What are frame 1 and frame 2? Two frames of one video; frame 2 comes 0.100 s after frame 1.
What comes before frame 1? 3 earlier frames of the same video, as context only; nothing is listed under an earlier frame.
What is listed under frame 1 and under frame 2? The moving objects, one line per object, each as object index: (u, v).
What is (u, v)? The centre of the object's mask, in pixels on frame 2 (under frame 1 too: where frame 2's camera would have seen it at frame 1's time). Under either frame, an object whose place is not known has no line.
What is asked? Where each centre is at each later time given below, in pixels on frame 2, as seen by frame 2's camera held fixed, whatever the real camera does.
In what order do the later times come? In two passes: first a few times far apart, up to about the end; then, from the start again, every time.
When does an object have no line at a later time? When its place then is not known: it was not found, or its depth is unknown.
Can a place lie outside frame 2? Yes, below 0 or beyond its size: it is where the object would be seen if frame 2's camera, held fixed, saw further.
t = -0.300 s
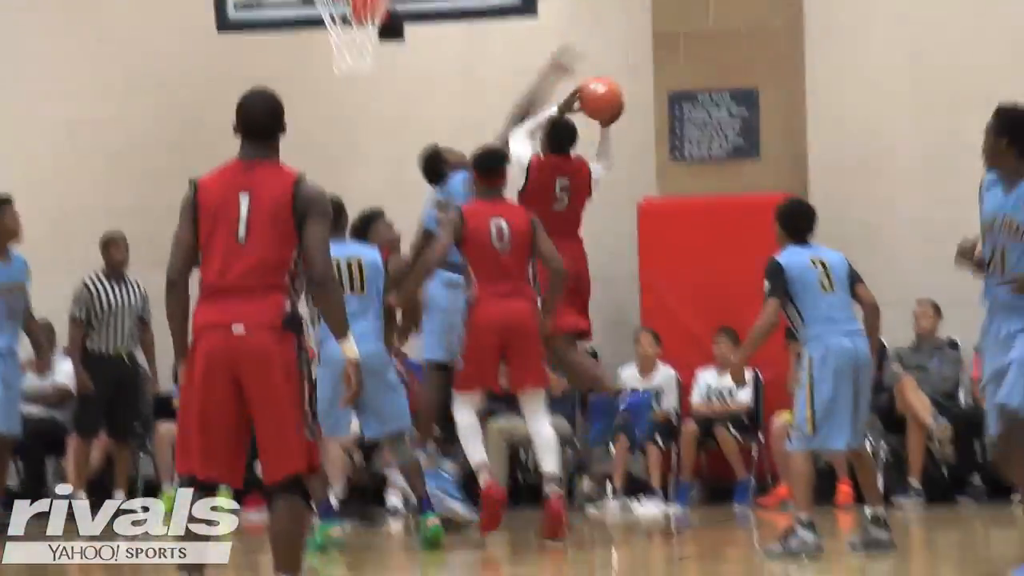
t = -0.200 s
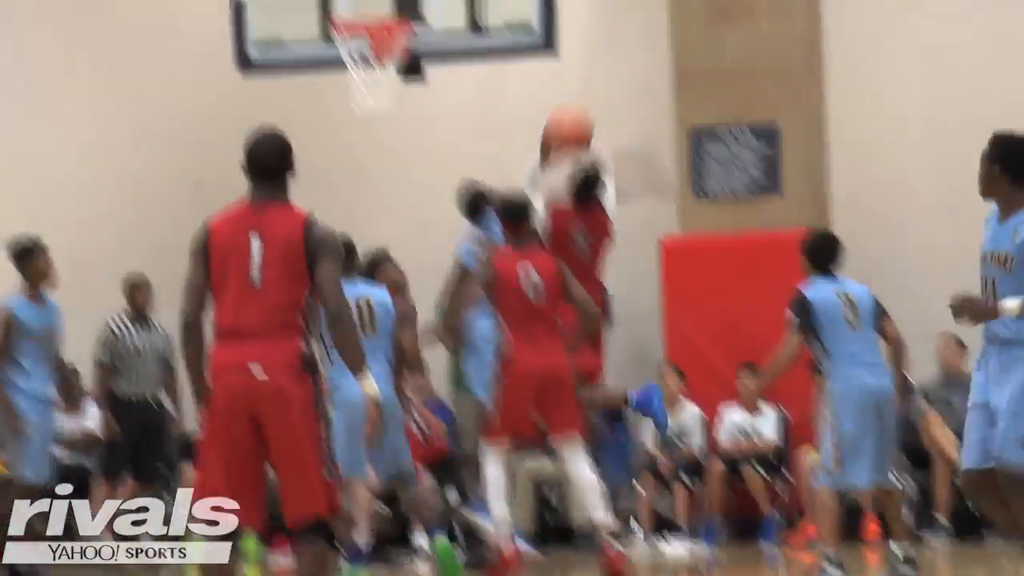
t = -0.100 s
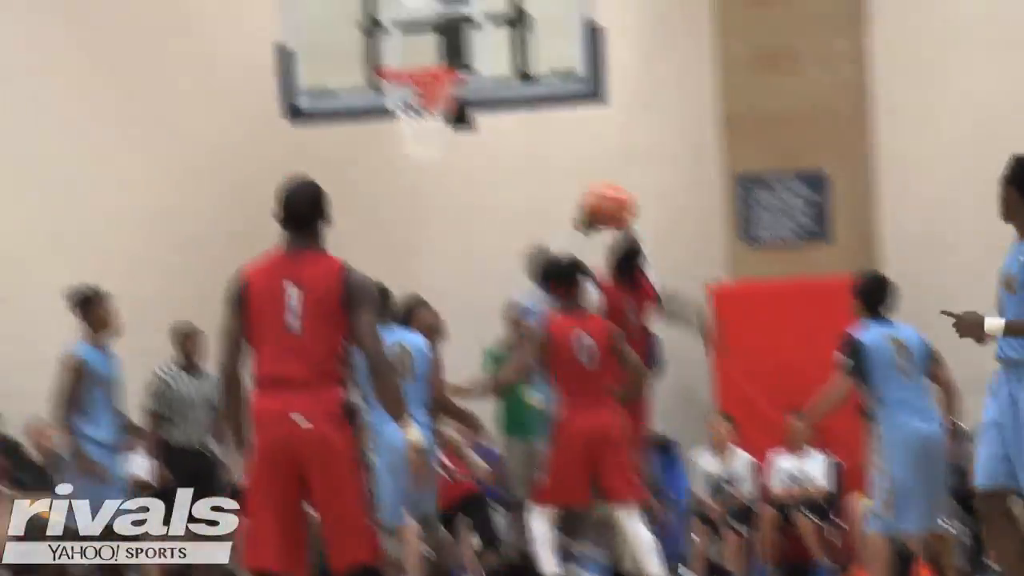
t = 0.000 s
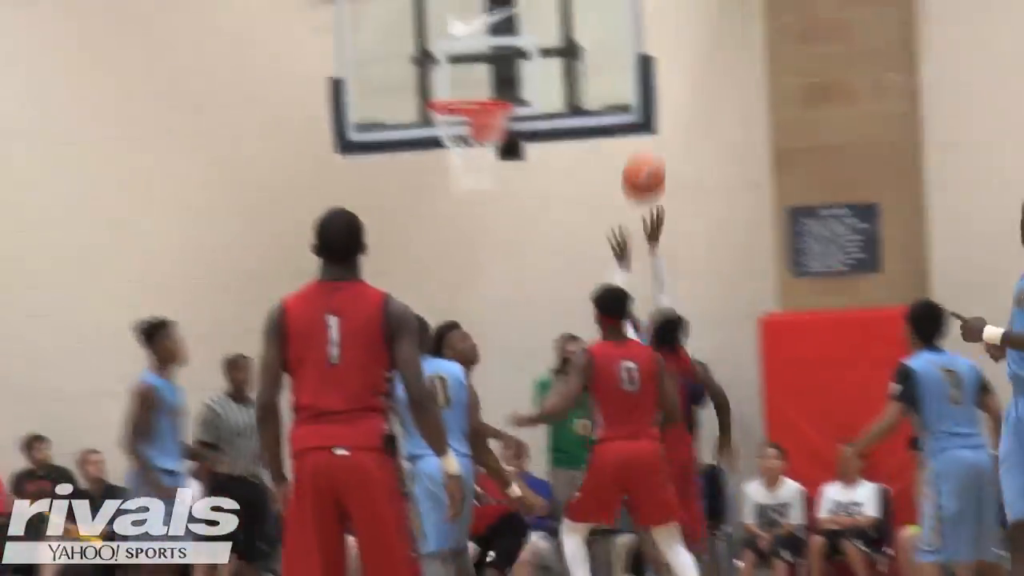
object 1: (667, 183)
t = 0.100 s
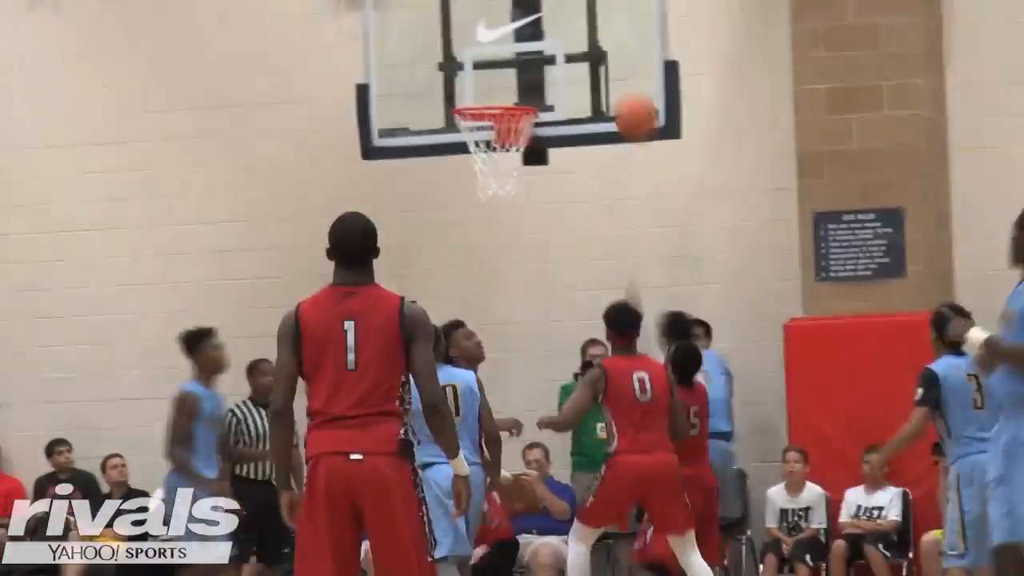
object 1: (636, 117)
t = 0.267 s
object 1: (585, 49)
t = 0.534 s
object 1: (513, 39)
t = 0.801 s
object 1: (494, 84)
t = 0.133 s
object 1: (626, 99)
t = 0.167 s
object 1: (616, 84)
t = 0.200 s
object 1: (605, 69)
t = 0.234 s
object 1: (595, 58)
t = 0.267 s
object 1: (585, 49)
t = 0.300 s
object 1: (576, 42)
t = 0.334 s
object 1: (565, 34)
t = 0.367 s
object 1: (557, 31)
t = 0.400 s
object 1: (548, 29)
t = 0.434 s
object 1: (539, 29)
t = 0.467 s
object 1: (531, 31)
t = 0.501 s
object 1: (522, 35)
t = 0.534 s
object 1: (513, 39)
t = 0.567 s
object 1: (505, 48)
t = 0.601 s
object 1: (497, 57)
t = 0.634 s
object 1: (489, 69)
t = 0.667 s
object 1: (480, 82)
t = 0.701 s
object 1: (476, 90)
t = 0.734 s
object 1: (481, 87)
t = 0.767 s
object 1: (488, 85)
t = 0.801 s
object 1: (494, 84)
